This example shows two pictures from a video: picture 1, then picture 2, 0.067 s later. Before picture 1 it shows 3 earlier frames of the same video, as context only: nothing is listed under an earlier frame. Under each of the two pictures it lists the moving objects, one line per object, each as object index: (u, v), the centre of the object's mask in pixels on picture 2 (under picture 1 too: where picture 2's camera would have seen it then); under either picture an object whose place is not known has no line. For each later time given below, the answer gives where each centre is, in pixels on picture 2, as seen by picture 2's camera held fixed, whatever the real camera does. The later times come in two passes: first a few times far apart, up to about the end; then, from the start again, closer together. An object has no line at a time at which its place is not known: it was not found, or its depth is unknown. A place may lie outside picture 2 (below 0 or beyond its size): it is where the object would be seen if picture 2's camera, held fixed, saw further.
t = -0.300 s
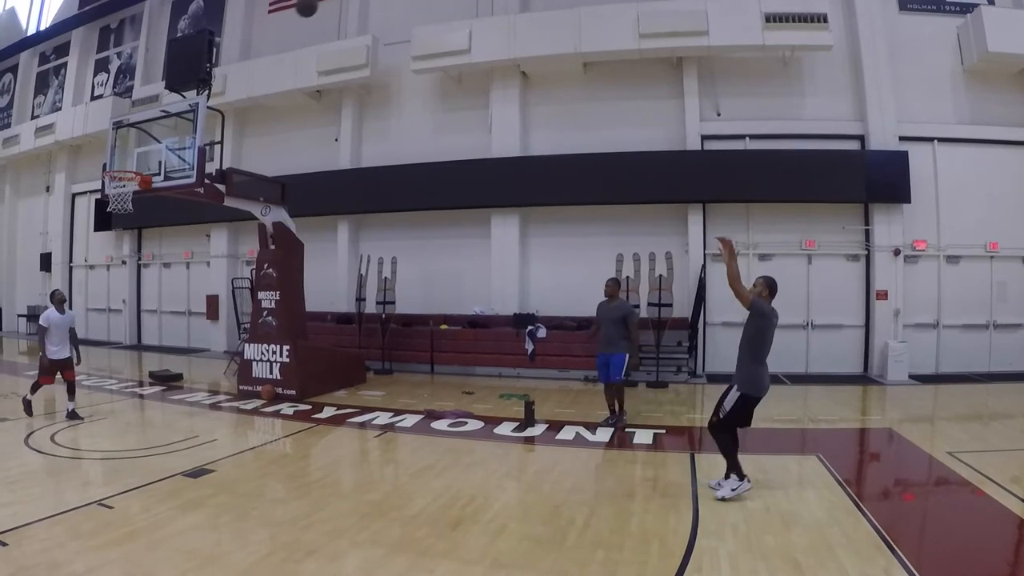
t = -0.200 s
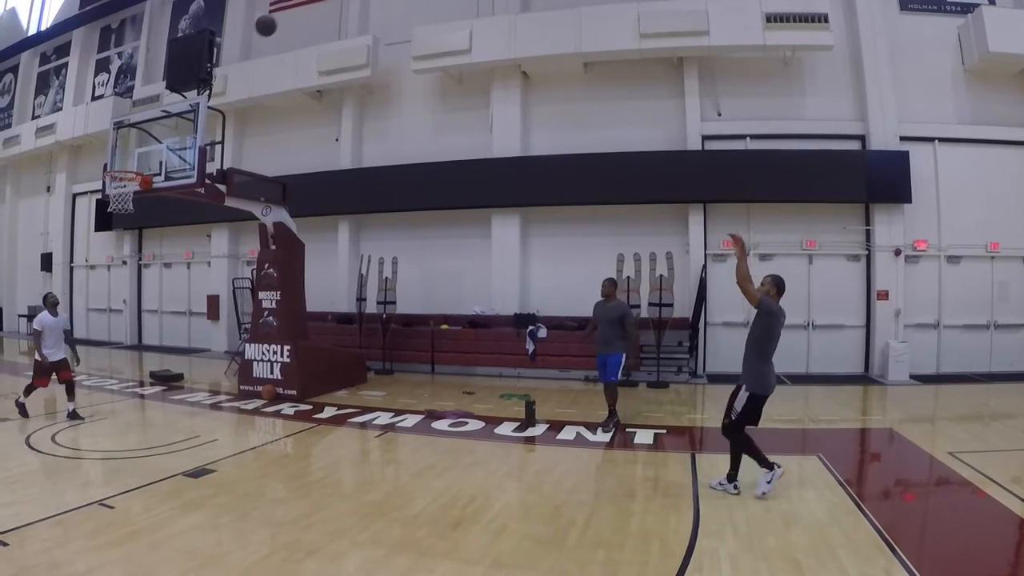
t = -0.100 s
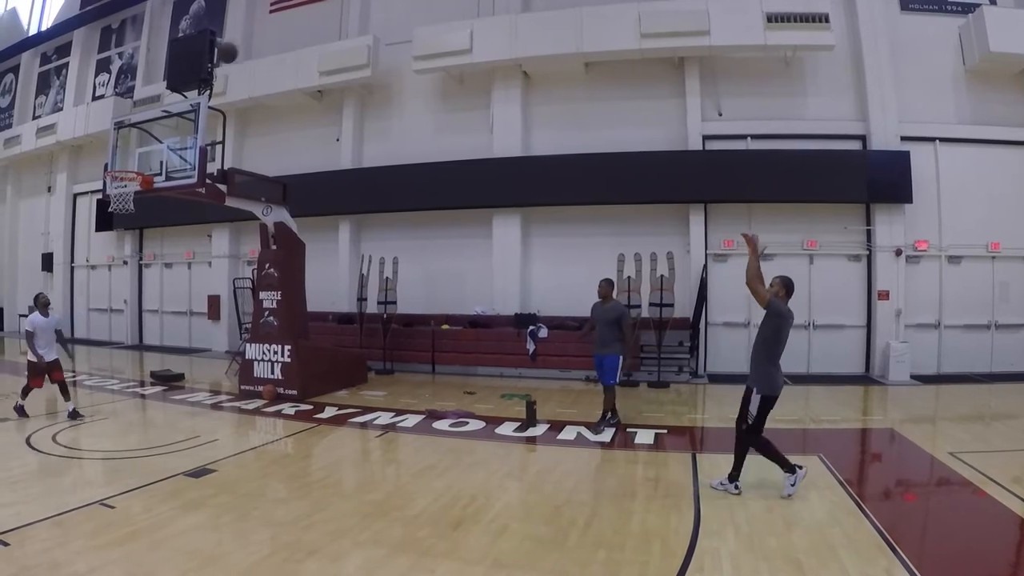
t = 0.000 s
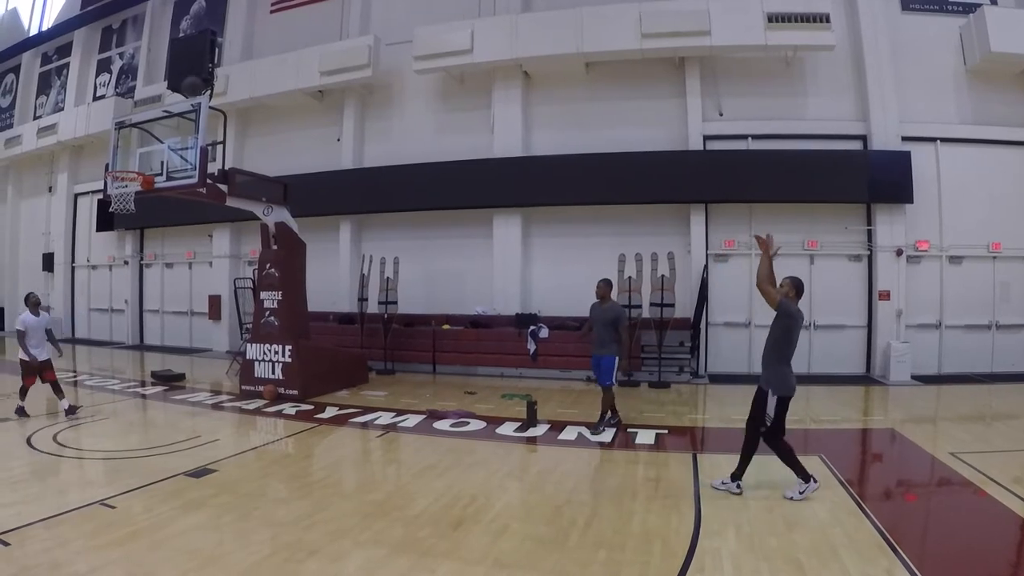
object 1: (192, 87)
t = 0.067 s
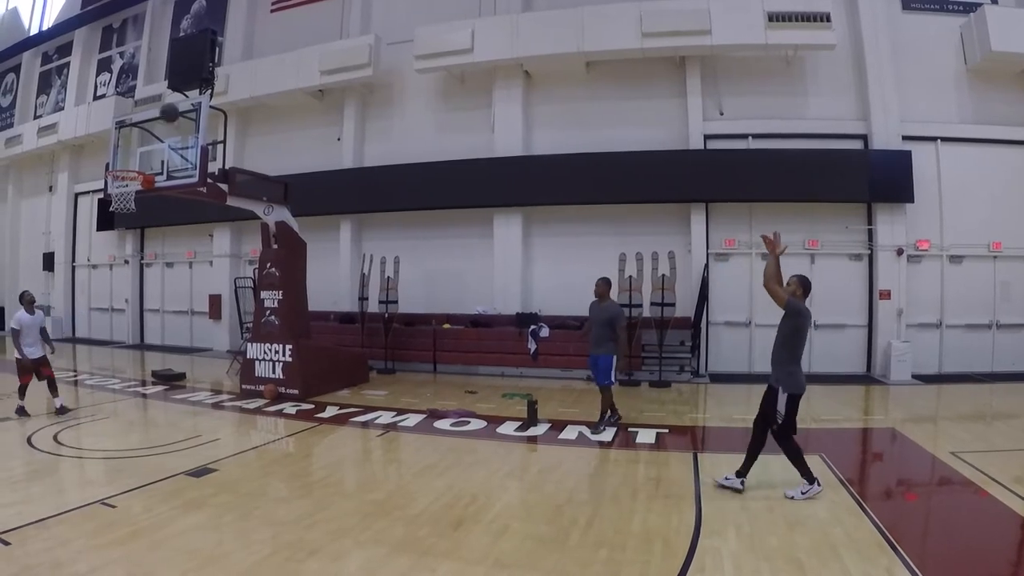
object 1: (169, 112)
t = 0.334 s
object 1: (107, 215)
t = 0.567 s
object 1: (90, 318)
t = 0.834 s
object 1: (77, 407)
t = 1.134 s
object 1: (77, 304)
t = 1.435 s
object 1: (82, 285)
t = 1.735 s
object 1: (92, 382)
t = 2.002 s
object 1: (109, 484)
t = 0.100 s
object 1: (158, 127)
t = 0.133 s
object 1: (147, 142)
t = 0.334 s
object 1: (107, 215)
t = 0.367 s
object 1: (106, 225)
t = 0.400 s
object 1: (104, 237)
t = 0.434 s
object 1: (101, 251)
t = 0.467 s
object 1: (98, 266)
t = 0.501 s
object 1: (95, 282)
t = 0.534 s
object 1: (93, 299)
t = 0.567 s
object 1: (90, 318)
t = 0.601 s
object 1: (87, 338)
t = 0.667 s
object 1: (82, 383)
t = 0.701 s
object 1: (80, 407)
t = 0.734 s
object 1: (79, 432)
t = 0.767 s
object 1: (78, 439)
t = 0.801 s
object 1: (78, 423)
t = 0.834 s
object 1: (77, 407)
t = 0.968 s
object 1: (76, 353)
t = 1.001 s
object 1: (77, 341)
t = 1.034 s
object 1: (77, 329)
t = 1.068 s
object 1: (77, 320)
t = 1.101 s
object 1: (77, 312)
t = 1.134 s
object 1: (77, 304)
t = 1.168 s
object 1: (78, 297)
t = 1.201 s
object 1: (78, 292)
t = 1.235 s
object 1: (79, 287)
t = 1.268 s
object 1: (79, 284)
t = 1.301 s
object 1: (80, 281)
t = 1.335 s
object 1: (80, 280)
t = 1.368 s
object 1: (81, 280)
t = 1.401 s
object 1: (81, 282)
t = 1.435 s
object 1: (82, 285)
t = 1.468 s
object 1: (83, 289)
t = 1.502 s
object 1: (83, 295)
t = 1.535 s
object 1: (84, 302)
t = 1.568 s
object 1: (85, 311)
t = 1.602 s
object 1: (86, 321)
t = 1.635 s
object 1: (87, 334)
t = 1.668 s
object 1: (88, 347)
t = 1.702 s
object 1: (89, 363)
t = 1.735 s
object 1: (92, 382)
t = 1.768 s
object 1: (93, 400)
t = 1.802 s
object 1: (97, 422)
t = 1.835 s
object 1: (99, 444)
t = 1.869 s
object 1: (103, 469)
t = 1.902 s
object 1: (107, 495)
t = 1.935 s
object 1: (111, 515)
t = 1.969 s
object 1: (110, 499)
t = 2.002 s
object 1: (109, 484)
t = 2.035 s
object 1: (108, 471)
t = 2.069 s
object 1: (107, 458)
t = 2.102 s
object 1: (107, 447)
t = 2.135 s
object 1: (107, 437)
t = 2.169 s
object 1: (108, 428)
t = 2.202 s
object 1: (108, 421)
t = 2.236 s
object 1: (109, 416)
